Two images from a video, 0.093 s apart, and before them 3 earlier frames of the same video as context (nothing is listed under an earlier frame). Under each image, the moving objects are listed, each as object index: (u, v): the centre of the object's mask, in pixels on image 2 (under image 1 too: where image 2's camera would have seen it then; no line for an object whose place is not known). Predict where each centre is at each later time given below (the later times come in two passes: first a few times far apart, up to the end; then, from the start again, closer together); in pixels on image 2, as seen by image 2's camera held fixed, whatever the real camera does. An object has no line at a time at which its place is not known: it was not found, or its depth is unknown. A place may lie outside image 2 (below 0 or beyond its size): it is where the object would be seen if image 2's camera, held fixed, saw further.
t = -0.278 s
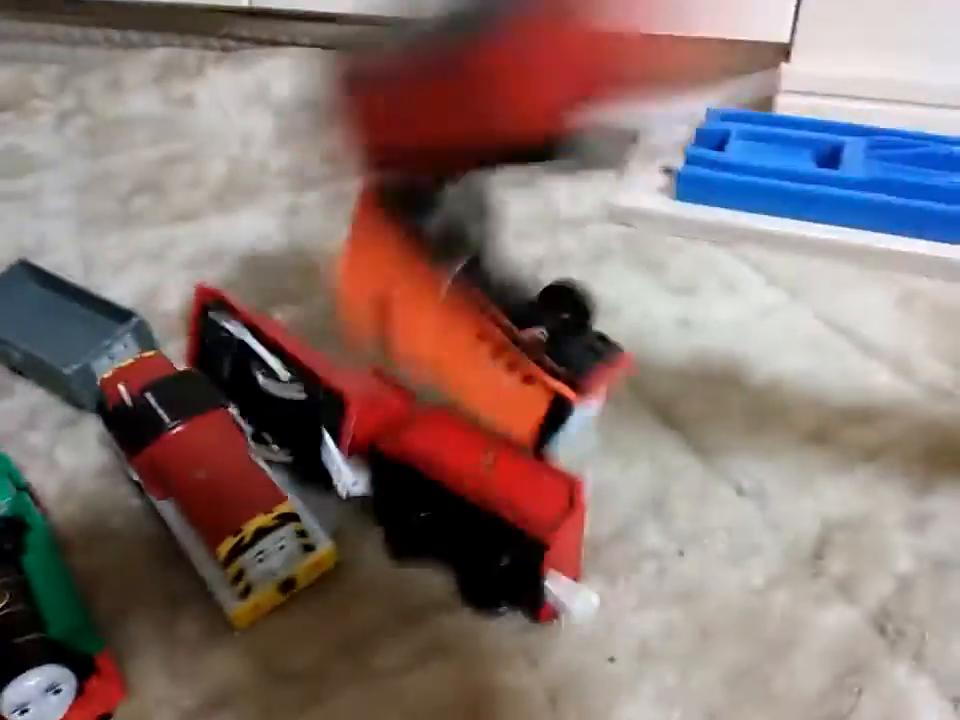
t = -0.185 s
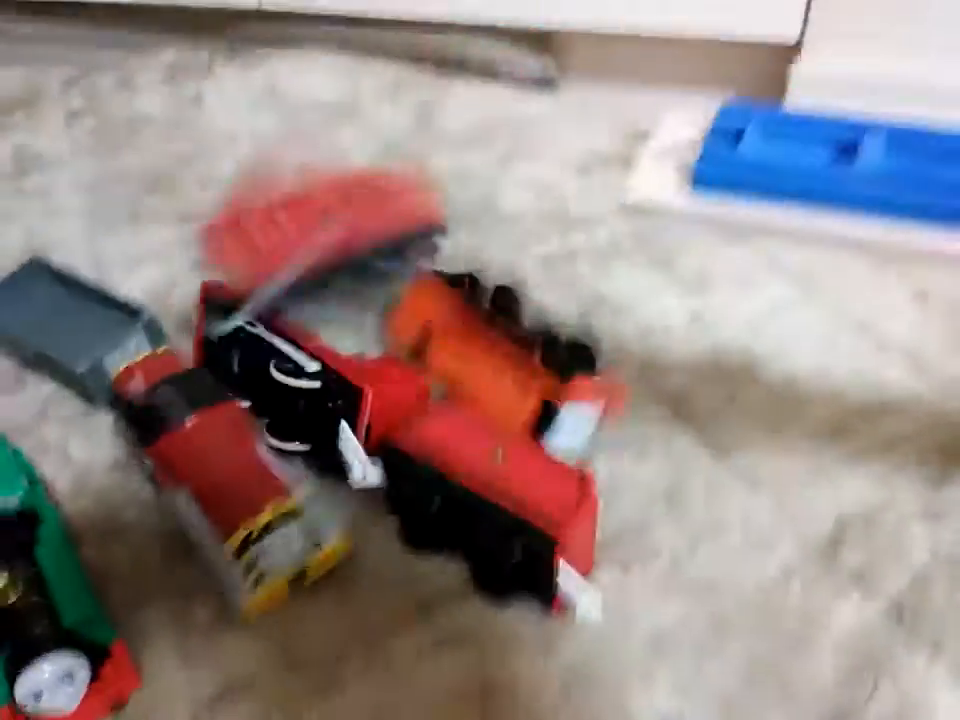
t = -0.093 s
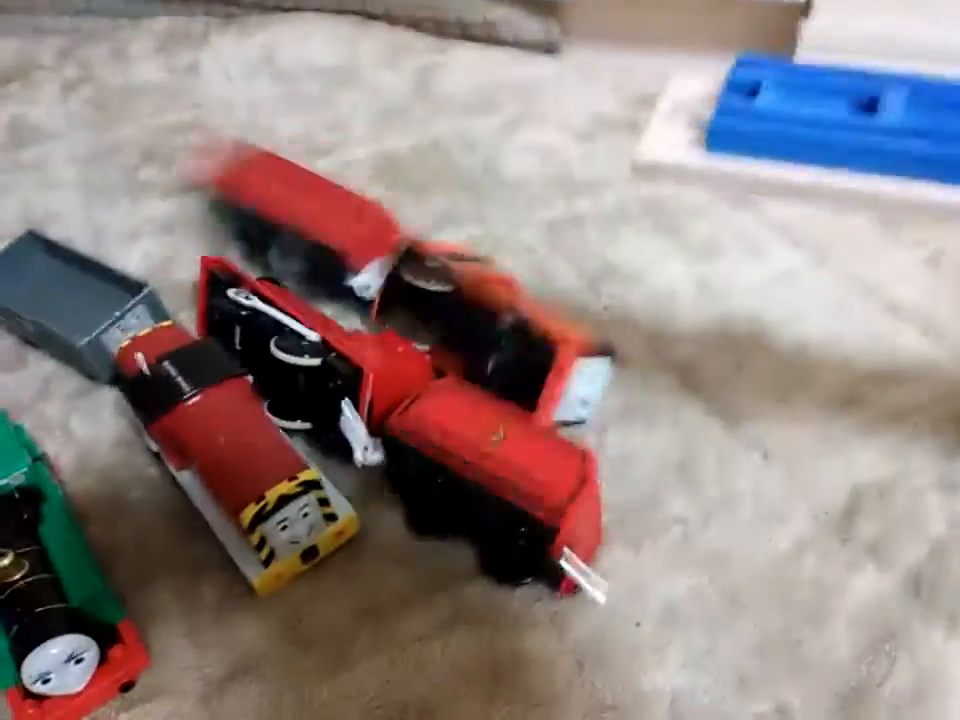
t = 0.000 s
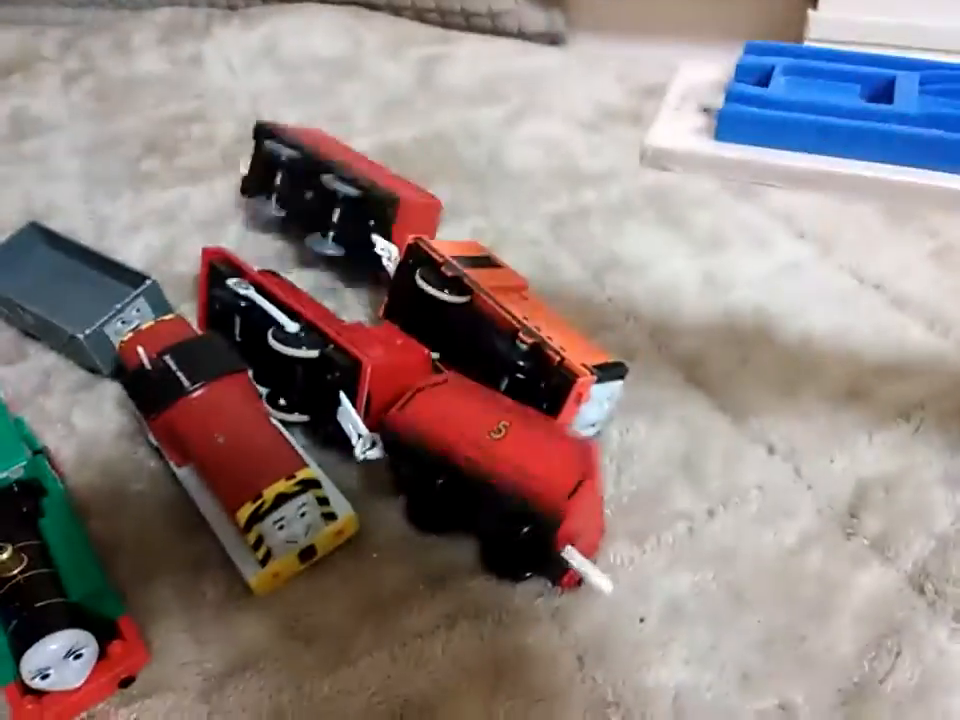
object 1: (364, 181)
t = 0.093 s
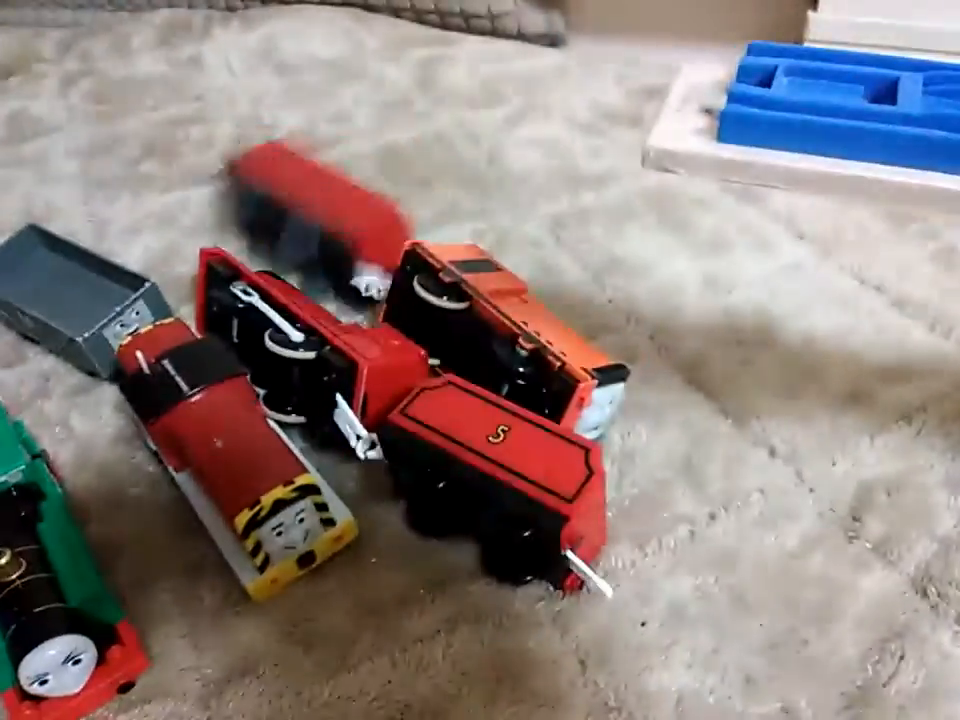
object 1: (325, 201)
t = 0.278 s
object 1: (328, 203)
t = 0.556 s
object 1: (325, 208)
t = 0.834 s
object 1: (326, 210)
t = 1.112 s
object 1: (325, 210)
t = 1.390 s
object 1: (326, 211)
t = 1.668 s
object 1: (325, 211)
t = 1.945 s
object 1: (325, 210)
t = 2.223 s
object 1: (326, 211)
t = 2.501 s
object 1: (325, 211)
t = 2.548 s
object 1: (325, 210)
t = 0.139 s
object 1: (304, 210)
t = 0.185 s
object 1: (301, 215)
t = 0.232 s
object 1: (309, 209)
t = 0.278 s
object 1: (328, 203)
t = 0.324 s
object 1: (324, 207)
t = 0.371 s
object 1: (323, 207)
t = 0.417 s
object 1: (325, 206)
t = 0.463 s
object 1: (324, 207)
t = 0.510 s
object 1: (325, 208)
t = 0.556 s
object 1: (325, 208)
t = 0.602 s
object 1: (325, 209)
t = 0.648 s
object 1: (326, 209)
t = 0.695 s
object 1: (326, 210)
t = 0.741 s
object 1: (326, 211)
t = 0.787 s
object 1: (325, 210)
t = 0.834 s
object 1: (326, 210)
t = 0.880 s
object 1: (326, 210)
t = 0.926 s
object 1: (326, 210)
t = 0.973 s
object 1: (326, 210)
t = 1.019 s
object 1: (325, 208)
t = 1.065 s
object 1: (326, 210)
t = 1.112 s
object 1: (325, 210)
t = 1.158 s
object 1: (325, 210)
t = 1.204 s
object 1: (325, 210)
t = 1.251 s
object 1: (326, 210)
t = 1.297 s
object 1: (326, 211)
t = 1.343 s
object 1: (325, 210)
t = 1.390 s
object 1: (326, 211)
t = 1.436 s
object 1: (326, 211)
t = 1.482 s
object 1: (325, 211)
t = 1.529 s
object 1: (325, 211)
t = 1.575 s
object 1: (325, 211)
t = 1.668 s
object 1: (325, 211)
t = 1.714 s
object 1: (325, 211)
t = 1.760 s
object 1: (326, 211)
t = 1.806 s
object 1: (326, 211)
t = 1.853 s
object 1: (325, 211)
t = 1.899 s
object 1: (325, 210)
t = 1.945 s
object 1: (325, 210)
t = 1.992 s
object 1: (325, 210)
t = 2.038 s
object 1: (325, 210)
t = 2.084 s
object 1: (326, 210)
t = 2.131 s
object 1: (326, 210)
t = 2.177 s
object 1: (325, 210)
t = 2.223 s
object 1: (326, 211)
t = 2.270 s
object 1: (326, 210)
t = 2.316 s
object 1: (325, 210)
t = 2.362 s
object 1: (325, 210)
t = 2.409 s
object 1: (325, 211)
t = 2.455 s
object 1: (325, 211)
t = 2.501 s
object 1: (325, 211)
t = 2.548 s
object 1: (325, 210)
